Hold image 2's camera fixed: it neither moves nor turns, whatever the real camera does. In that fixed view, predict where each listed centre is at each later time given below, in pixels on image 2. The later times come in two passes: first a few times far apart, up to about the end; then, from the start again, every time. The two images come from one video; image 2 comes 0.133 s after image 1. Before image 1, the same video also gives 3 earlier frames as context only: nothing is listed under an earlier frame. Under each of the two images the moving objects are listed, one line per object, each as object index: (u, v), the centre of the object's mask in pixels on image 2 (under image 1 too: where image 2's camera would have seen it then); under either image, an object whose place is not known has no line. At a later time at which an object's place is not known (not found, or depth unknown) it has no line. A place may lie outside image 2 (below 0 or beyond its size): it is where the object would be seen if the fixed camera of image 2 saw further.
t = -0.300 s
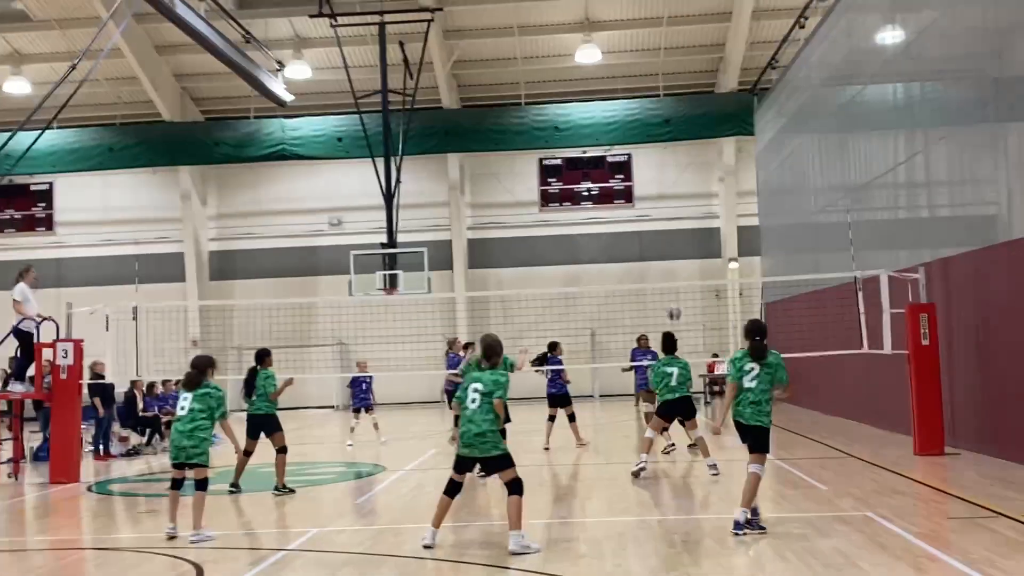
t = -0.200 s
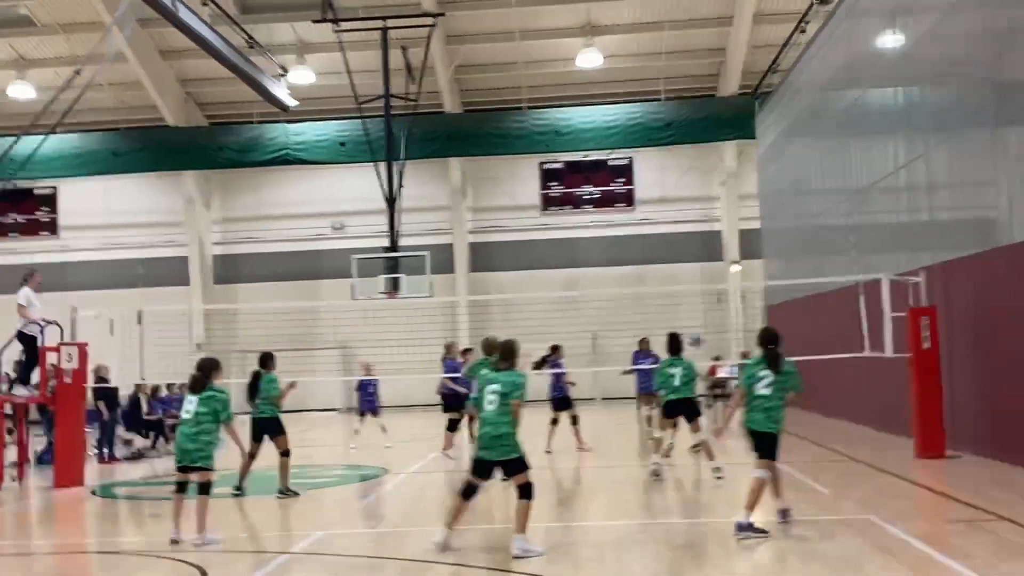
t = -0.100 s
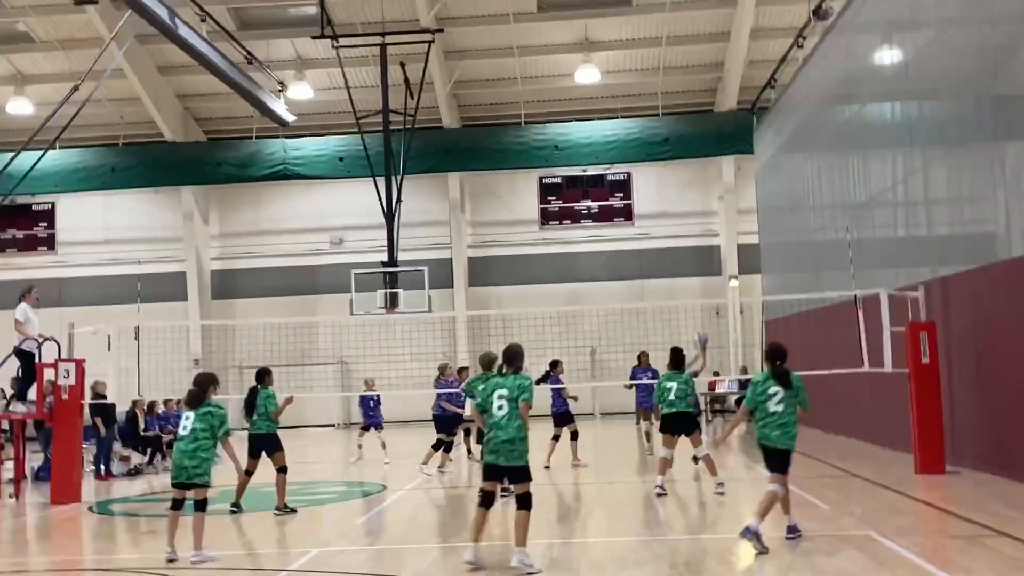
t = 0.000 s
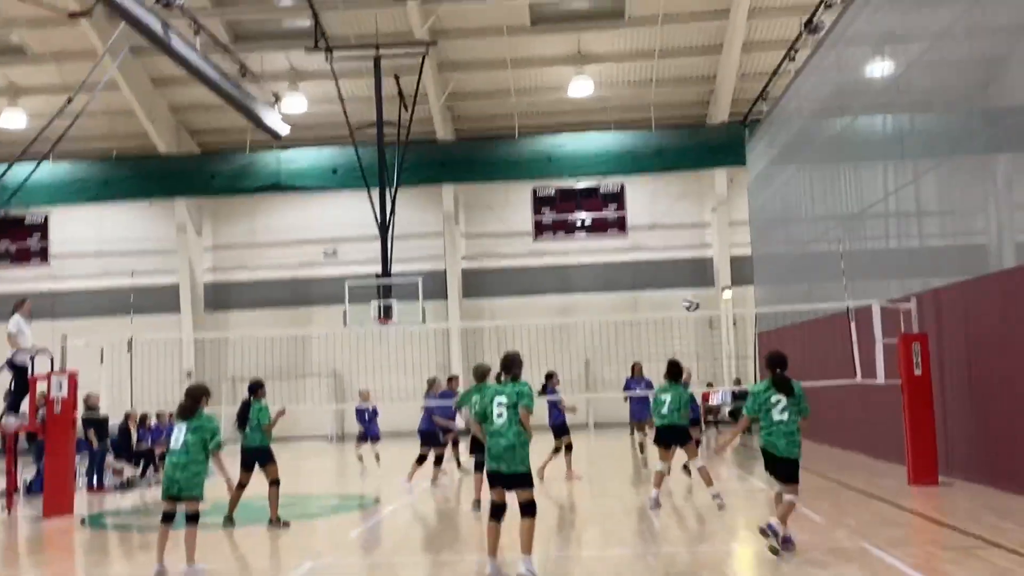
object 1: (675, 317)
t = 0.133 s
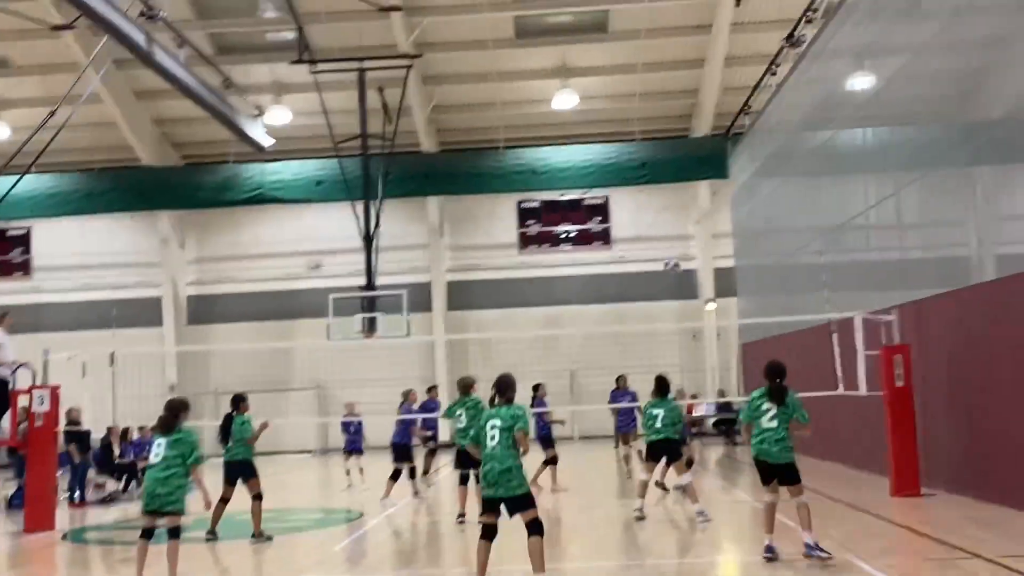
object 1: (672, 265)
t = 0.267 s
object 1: (669, 226)
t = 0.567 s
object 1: (666, 185)
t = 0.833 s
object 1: (666, 211)
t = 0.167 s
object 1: (672, 254)
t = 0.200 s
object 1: (671, 244)
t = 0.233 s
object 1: (670, 236)
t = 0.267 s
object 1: (669, 226)
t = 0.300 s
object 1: (669, 219)
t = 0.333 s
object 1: (668, 212)
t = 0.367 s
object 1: (668, 206)
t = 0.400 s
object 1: (667, 200)
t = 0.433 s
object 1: (667, 195)
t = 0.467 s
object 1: (667, 191)
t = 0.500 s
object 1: (666, 189)
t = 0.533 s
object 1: (666, 186)
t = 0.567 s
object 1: (666, 185)
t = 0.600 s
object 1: (666, 185)
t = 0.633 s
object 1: (666, 186)
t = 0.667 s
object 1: (666, 187)
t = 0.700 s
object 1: (666, 190)
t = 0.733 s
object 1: (665, 194)
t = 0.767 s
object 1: (665, 199)
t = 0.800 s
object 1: (666, 204)
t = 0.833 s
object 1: (666, 211)
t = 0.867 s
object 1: (667, 220)
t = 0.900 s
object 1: (667, 229)
